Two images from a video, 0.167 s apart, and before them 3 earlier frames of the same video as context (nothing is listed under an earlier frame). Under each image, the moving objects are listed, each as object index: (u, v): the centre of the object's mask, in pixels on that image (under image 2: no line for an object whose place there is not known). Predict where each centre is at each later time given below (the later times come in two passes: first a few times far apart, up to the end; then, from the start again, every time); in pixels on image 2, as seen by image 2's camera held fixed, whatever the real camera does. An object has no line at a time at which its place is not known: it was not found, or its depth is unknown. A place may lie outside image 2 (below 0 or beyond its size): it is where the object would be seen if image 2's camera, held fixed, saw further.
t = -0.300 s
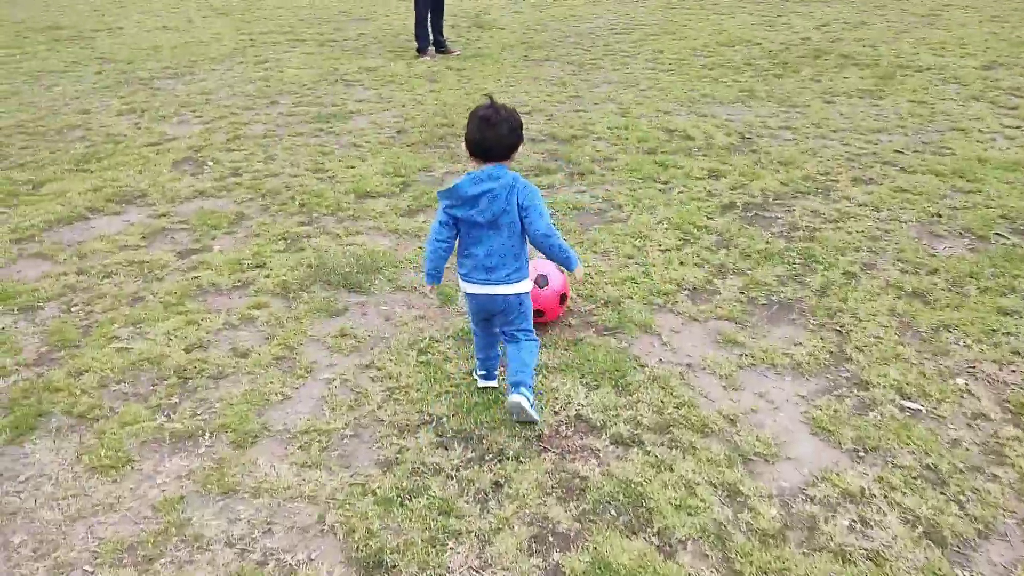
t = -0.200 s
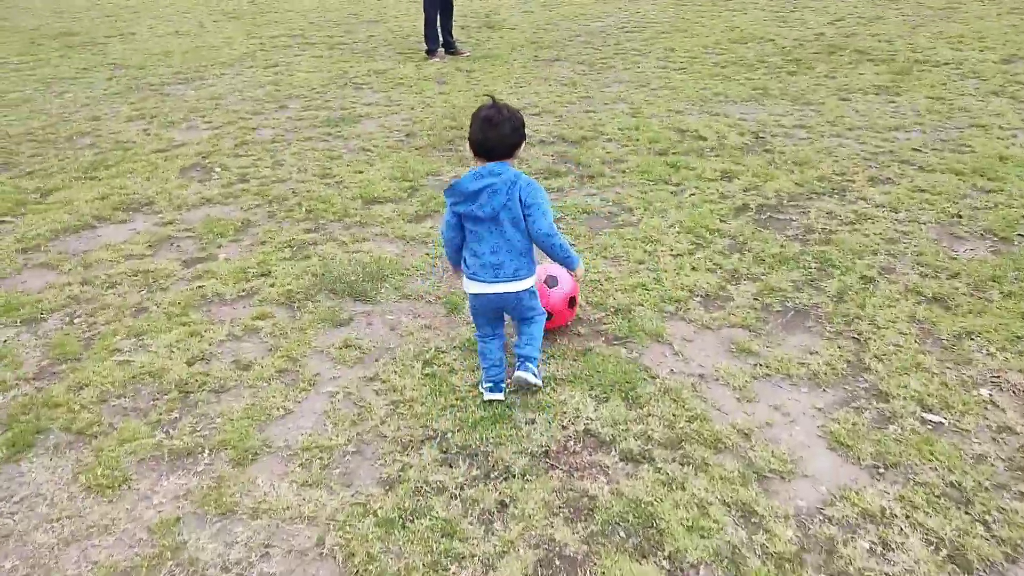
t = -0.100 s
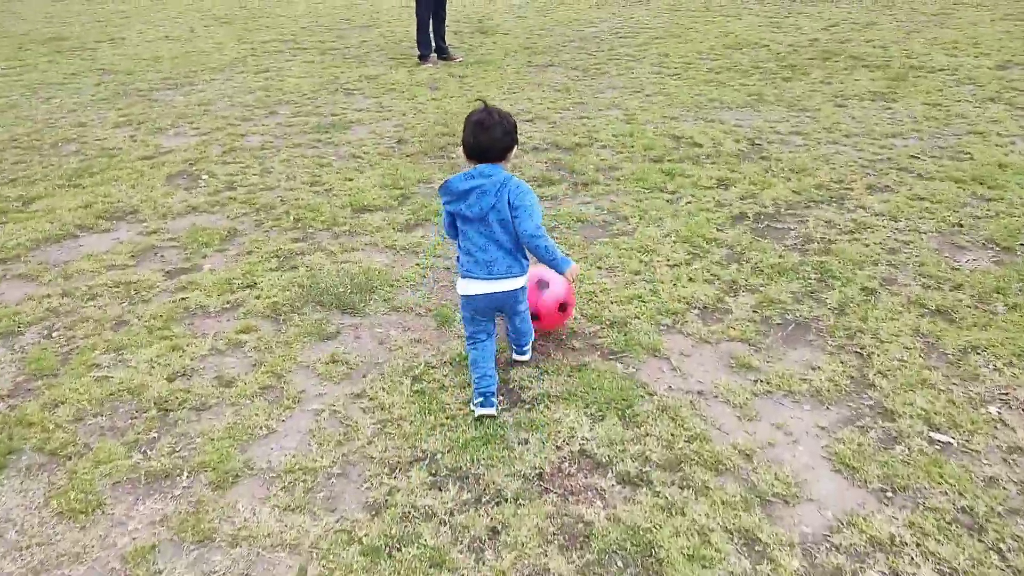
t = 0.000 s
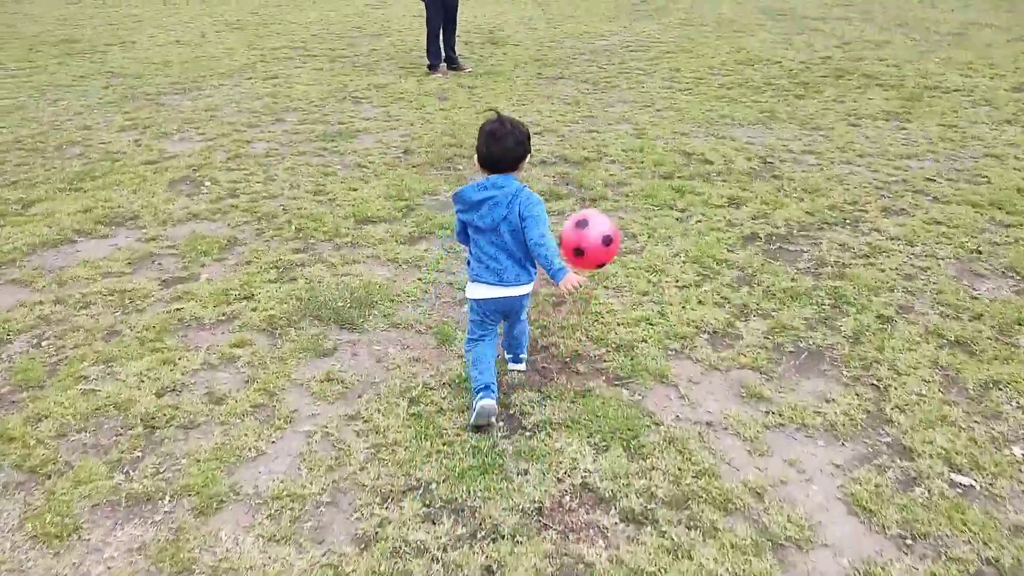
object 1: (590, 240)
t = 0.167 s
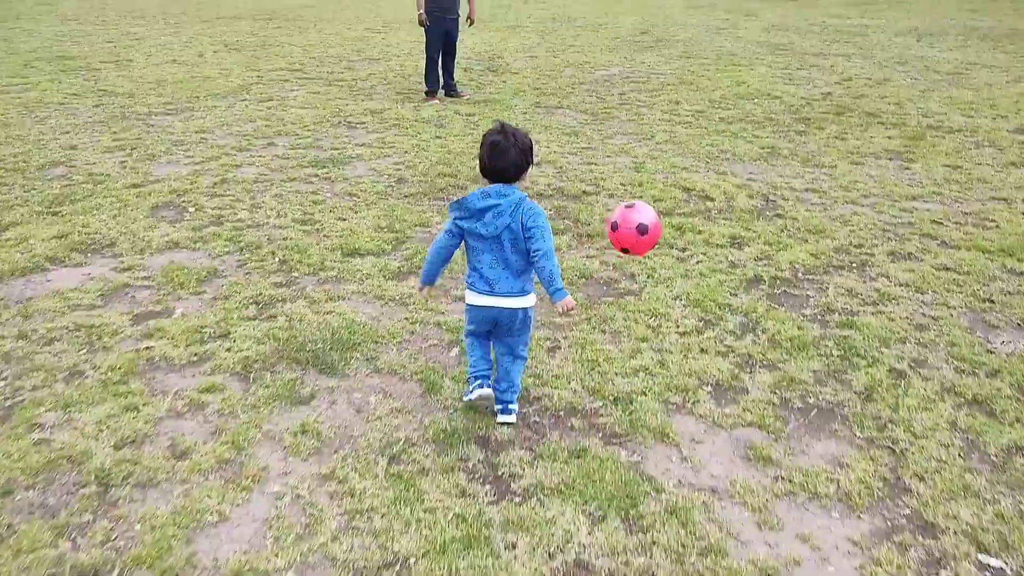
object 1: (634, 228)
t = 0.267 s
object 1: (645, 237)
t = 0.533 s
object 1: (661, 207)
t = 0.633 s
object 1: (664, 213)
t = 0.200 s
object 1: (639, 228)
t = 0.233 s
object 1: (642, 231)
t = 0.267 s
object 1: (645, 237)
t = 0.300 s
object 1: (647, 240)
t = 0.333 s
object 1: (649, 230)
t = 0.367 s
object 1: (652, 221)
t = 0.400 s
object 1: (653, 214)
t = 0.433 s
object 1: (656, 209)
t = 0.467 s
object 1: (658, 207)
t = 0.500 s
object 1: (660, 206)
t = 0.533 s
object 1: (661, 207)
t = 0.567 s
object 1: (663, 209)
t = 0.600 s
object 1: (663, 213)
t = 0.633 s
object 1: (664, 213)
